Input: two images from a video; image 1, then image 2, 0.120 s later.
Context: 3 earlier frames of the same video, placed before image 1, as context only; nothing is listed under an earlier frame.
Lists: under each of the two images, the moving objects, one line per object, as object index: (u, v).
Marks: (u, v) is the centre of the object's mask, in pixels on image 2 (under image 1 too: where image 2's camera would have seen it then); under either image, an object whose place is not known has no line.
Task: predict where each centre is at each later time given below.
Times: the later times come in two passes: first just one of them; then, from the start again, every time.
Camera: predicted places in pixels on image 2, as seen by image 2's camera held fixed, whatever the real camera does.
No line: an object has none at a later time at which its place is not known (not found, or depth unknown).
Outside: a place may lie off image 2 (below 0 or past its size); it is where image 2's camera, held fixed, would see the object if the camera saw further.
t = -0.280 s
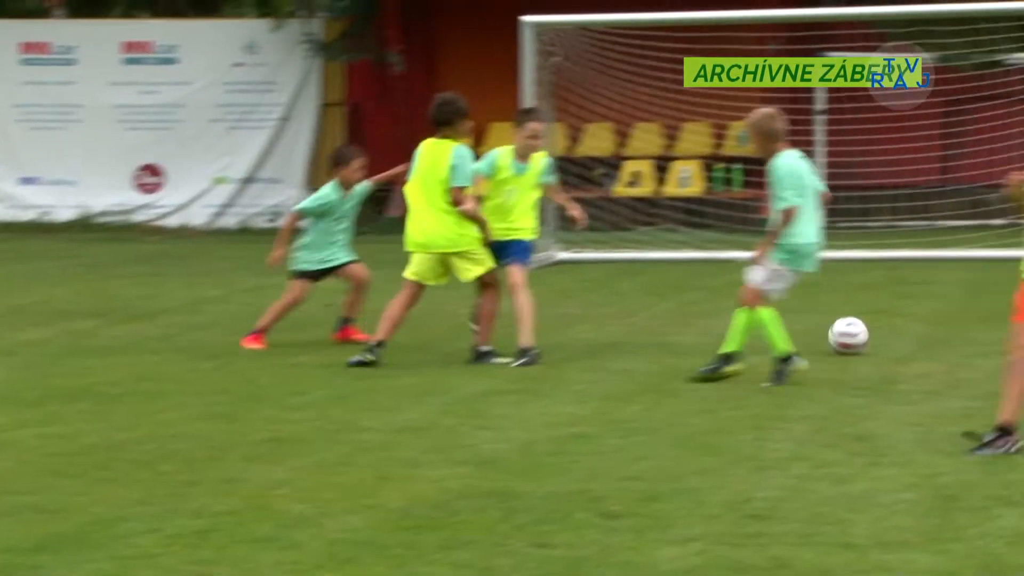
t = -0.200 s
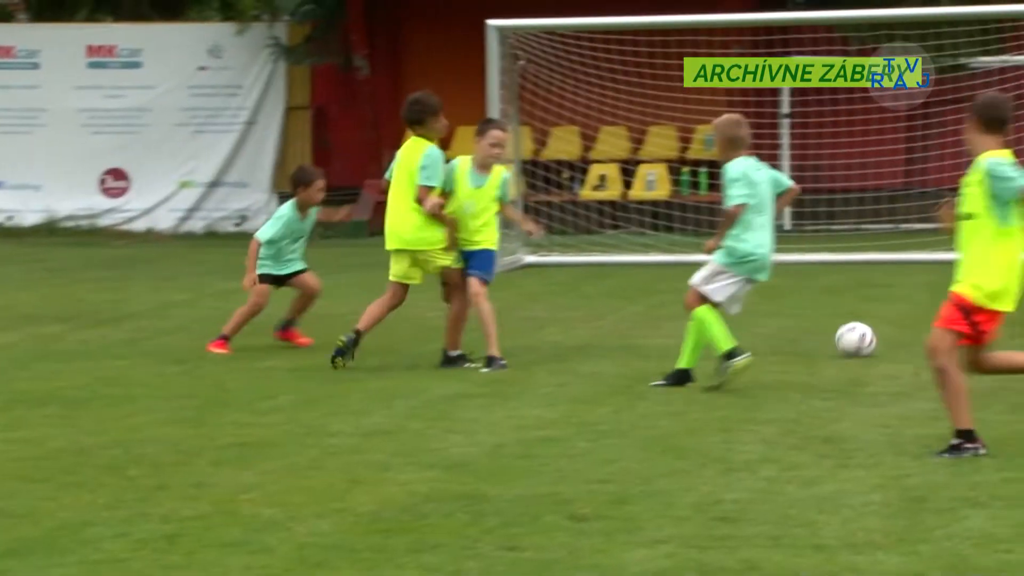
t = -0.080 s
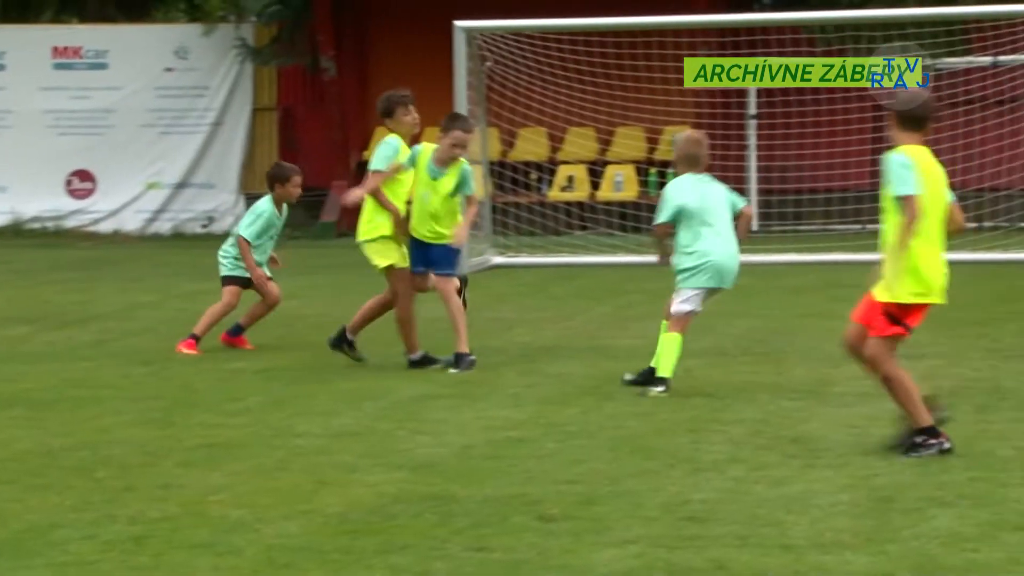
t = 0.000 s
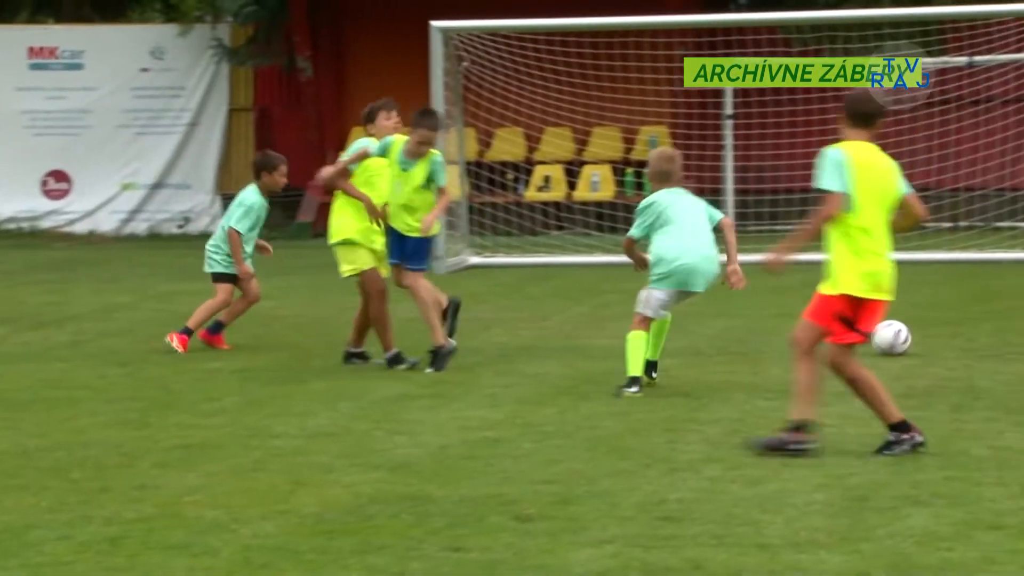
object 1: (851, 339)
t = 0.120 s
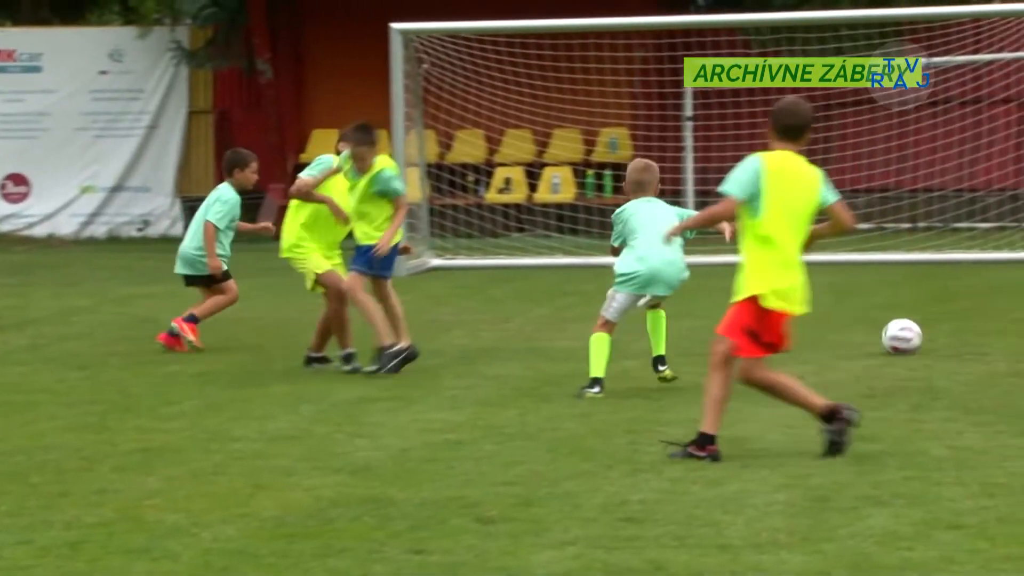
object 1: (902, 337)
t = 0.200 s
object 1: (935, 335)
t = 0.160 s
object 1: (919, 337)
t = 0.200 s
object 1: (935, 335)
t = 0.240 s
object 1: (950, 335)
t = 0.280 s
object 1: (965, 335)
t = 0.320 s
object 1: (981, 332)
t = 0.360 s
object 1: (995, 331)
